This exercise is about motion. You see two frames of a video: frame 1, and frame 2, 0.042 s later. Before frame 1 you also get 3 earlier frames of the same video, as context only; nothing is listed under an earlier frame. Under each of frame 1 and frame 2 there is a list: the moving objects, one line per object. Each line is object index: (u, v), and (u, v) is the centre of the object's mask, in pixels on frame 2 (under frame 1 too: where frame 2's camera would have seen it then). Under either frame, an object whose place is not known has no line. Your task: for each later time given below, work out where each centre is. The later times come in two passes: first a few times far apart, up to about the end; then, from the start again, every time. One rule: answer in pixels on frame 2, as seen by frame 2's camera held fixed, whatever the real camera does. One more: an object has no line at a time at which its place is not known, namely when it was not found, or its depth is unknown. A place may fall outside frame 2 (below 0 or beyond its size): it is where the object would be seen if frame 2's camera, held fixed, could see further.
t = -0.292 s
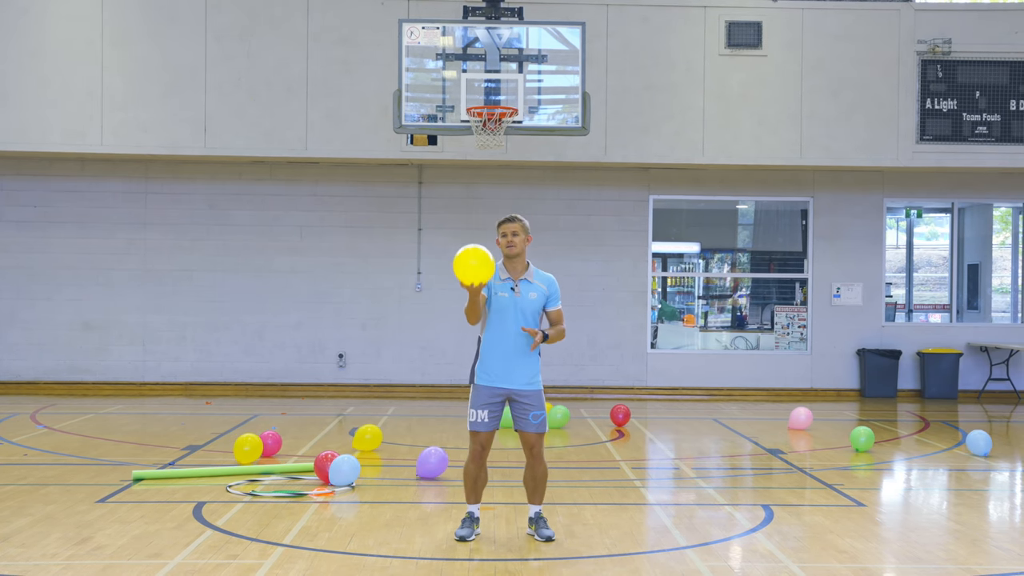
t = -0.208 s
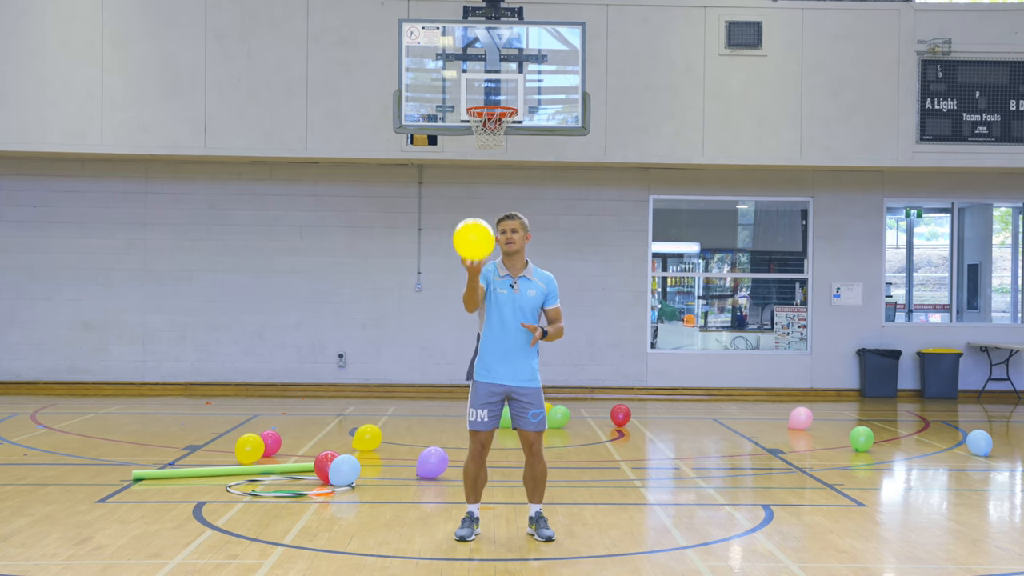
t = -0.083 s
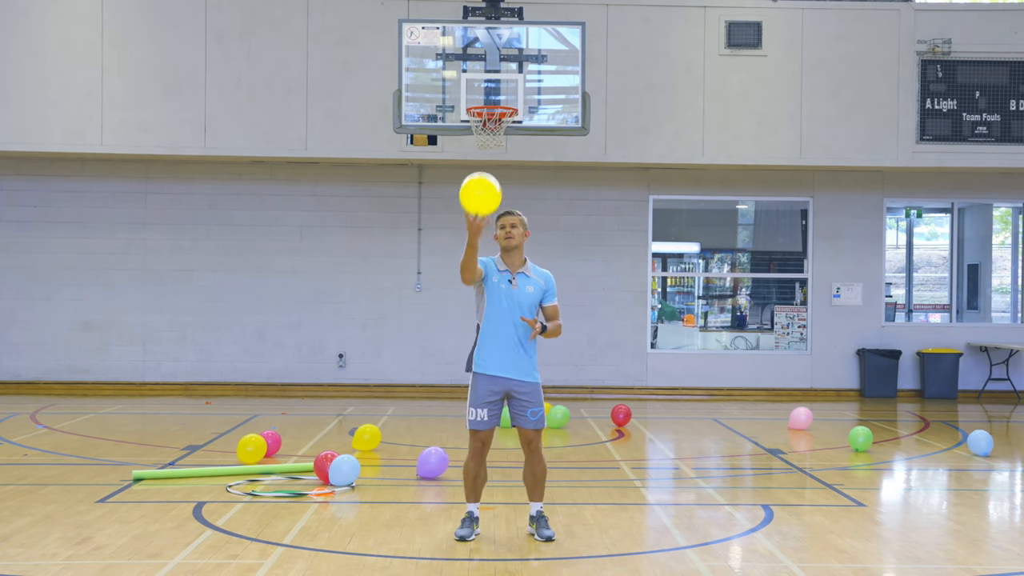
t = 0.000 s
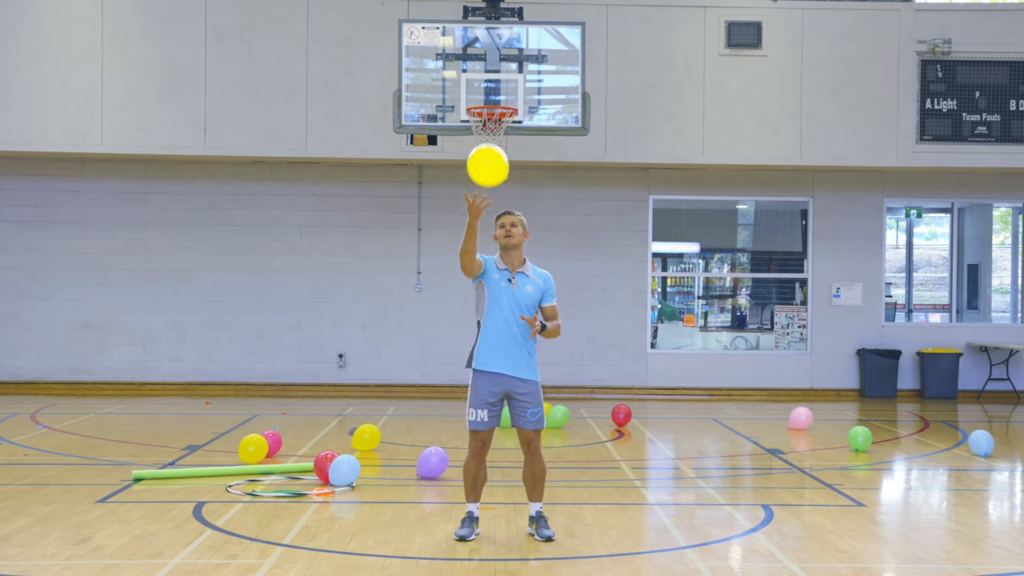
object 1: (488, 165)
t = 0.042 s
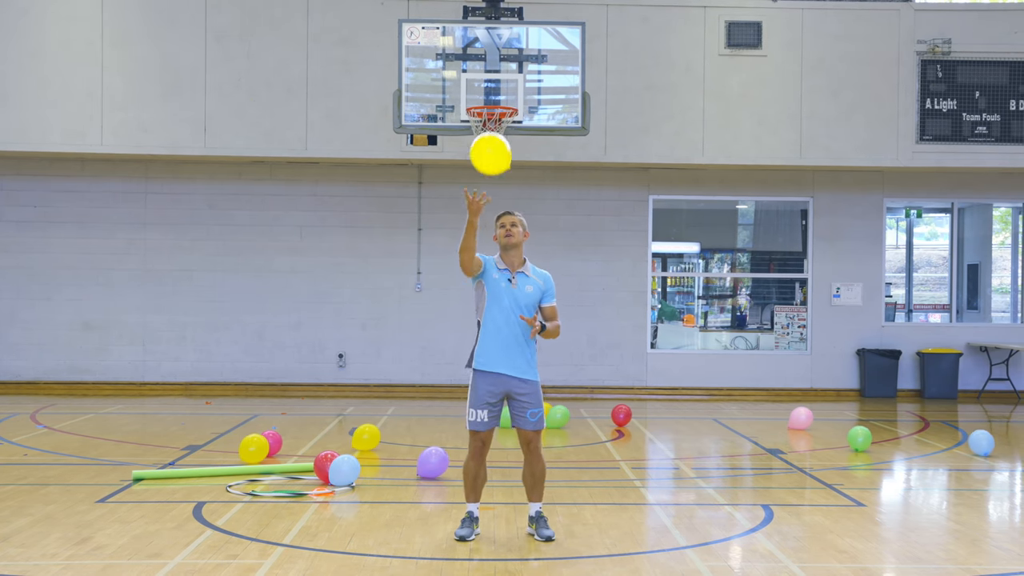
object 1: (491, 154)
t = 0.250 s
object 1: (498, 121)
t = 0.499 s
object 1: (499, 114)
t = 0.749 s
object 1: (500, 121)
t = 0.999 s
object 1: (501, 140)
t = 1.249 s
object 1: (500, 175)
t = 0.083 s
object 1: (493, 144)
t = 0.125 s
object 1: (495, 136)
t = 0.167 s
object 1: (496, 130)
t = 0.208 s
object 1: (497, 125)
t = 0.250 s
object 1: (498, 121)
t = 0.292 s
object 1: (498, 118)
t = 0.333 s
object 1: (499, 117)
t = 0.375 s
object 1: (499, 115)
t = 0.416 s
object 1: (499, 115)
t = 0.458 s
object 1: (499, 114)
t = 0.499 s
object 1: (499, 114)
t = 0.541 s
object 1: (500, 115)
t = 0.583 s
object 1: (500, 115)
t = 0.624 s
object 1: (500, 116)
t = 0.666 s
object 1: (500, 117)
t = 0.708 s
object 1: (500, 119)
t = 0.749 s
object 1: (500, 121)
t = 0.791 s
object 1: (501, 123)
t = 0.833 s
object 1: (501, 126)
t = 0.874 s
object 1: (501, 129)
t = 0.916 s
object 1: (501, 132)
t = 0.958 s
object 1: (501, 136)
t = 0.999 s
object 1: (501, 140)
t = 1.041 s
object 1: (501, 145)
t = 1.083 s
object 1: (501, 150)
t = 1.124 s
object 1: (501, 156)
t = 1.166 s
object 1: (500, 162)
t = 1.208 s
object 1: (500, 168)
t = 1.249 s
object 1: (500, 175)
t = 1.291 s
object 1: (500, 182)
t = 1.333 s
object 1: (500, 189)
